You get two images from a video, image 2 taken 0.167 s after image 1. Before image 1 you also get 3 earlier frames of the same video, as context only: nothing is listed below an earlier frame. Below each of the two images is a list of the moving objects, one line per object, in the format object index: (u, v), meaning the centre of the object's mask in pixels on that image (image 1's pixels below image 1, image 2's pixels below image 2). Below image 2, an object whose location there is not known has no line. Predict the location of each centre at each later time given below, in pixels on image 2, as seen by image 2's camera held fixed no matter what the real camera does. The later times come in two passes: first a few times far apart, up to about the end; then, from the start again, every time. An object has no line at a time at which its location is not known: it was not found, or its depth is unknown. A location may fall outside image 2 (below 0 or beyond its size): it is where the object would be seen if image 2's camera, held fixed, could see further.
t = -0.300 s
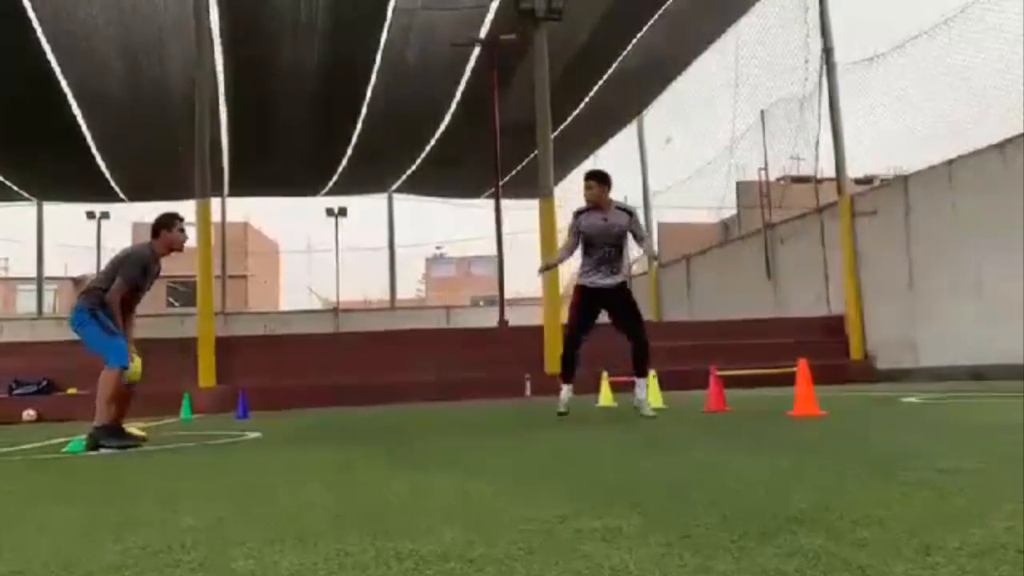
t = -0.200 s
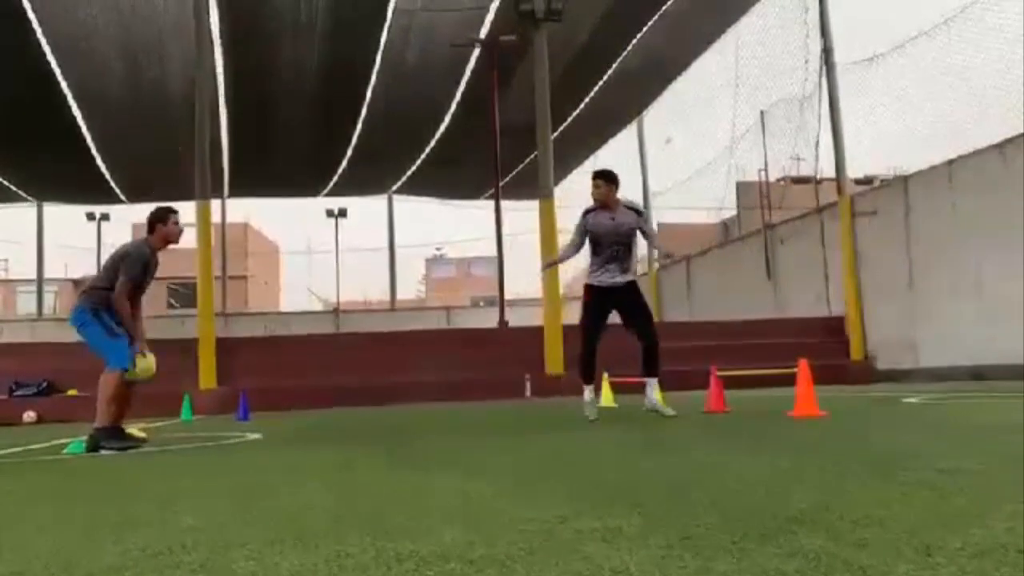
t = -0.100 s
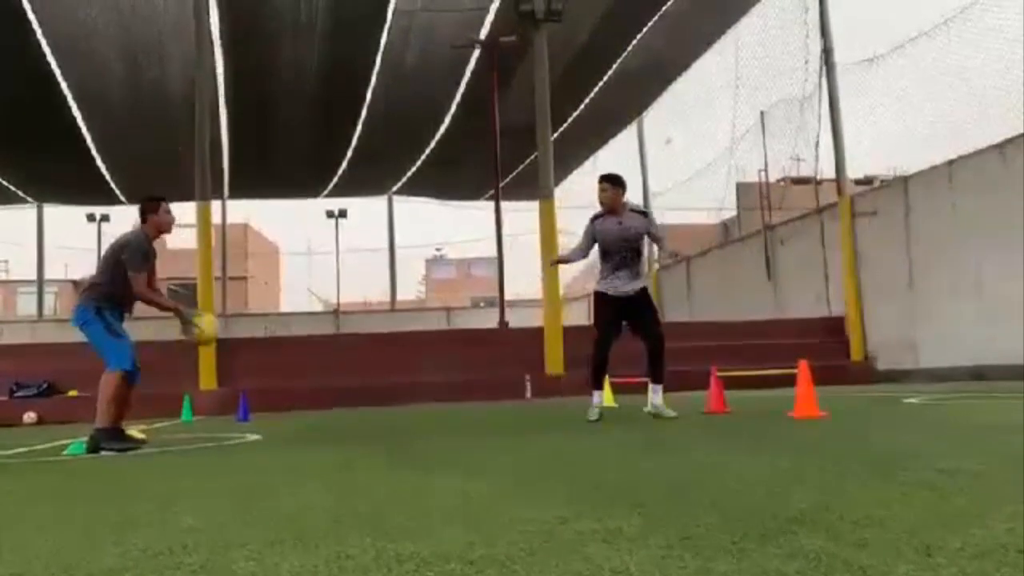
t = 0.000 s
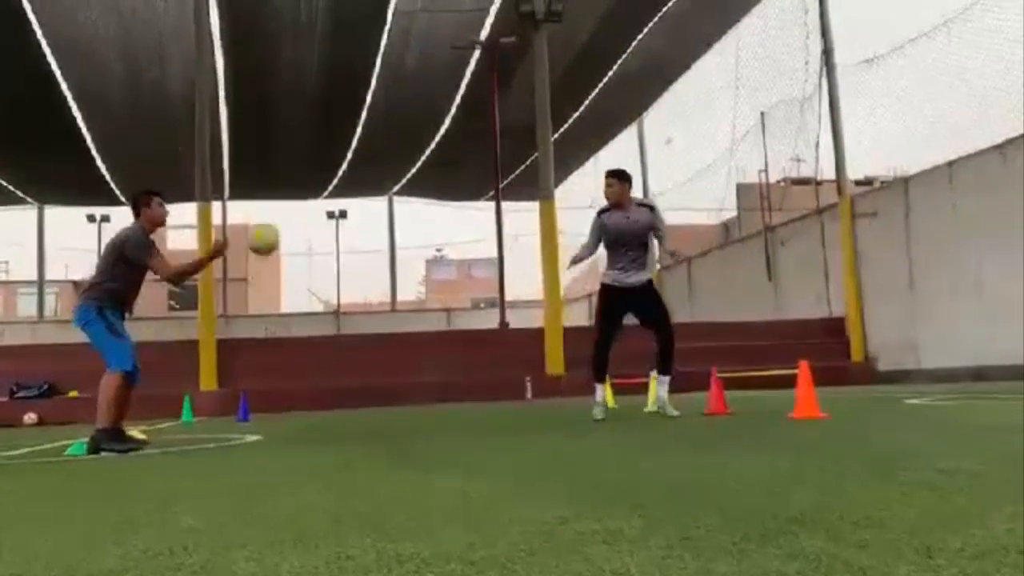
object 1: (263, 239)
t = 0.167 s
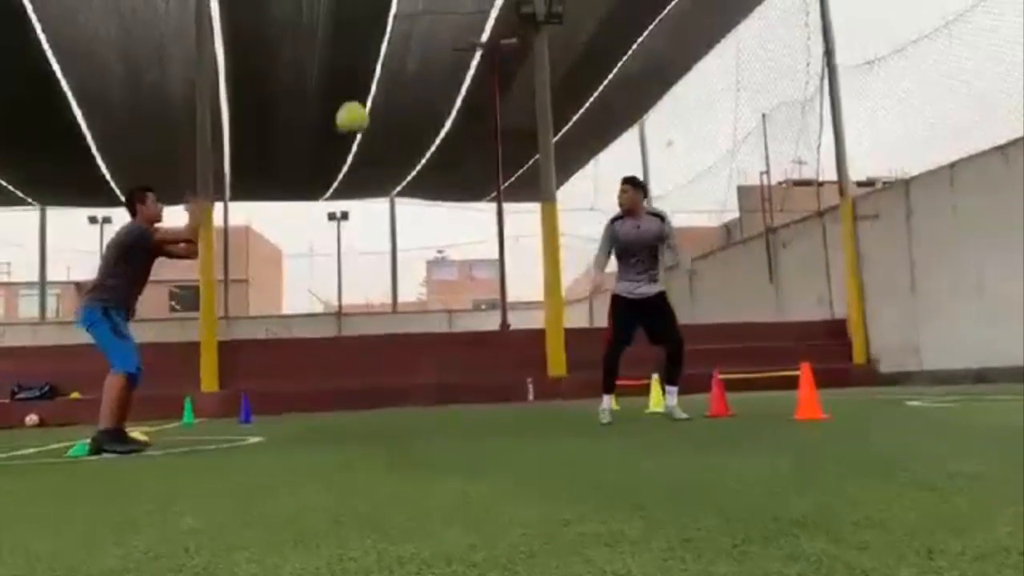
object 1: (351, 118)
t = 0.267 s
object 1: (402, 67)
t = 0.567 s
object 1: (548, 7)
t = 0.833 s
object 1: (677, 49)
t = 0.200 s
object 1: (369, 99)
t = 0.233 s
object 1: (386, 82)
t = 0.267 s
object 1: (402, 67)
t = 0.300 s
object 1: (419, 53)
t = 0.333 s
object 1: (435, 41)
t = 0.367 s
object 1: (451, 31)
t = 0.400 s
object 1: (468, 22)
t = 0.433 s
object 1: (484, 15)
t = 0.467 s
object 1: (501, 10)
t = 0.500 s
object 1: (517, 8)
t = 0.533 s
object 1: (533, 7)
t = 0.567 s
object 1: (548, 7)
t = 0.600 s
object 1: (564, 5)
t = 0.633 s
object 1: (581, 7)
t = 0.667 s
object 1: (597, 10)
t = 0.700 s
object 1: (612, 14)
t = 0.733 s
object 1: (629, 21)
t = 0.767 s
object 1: (645, 28)
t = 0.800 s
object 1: (661, 38)
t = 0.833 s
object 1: (677, 49)
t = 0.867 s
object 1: (693, 62)
